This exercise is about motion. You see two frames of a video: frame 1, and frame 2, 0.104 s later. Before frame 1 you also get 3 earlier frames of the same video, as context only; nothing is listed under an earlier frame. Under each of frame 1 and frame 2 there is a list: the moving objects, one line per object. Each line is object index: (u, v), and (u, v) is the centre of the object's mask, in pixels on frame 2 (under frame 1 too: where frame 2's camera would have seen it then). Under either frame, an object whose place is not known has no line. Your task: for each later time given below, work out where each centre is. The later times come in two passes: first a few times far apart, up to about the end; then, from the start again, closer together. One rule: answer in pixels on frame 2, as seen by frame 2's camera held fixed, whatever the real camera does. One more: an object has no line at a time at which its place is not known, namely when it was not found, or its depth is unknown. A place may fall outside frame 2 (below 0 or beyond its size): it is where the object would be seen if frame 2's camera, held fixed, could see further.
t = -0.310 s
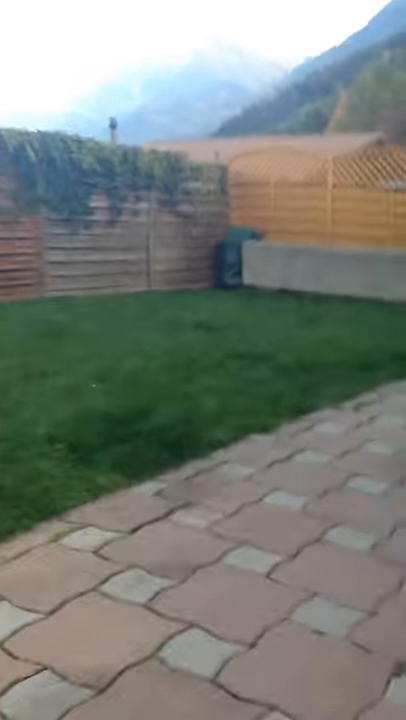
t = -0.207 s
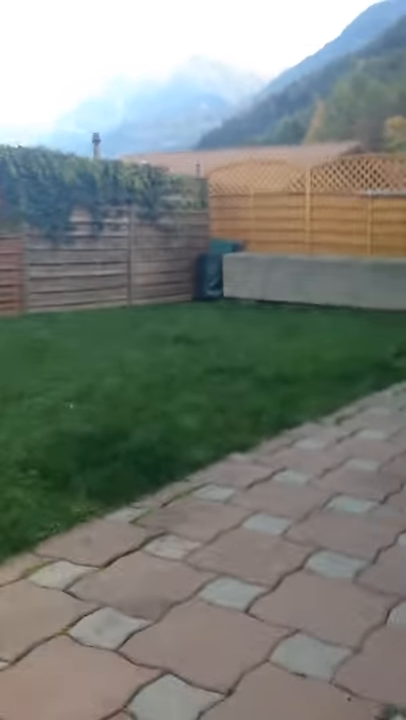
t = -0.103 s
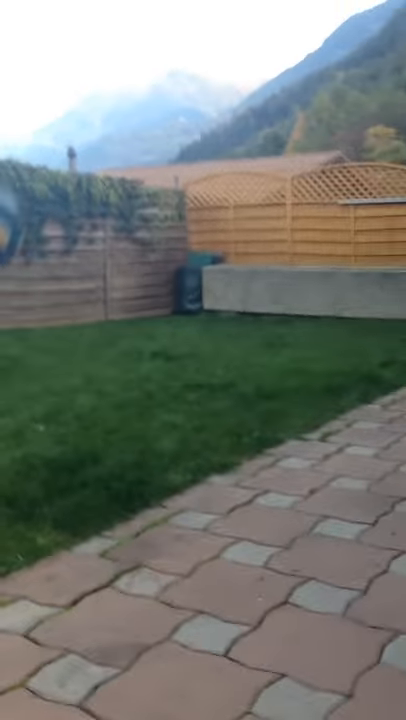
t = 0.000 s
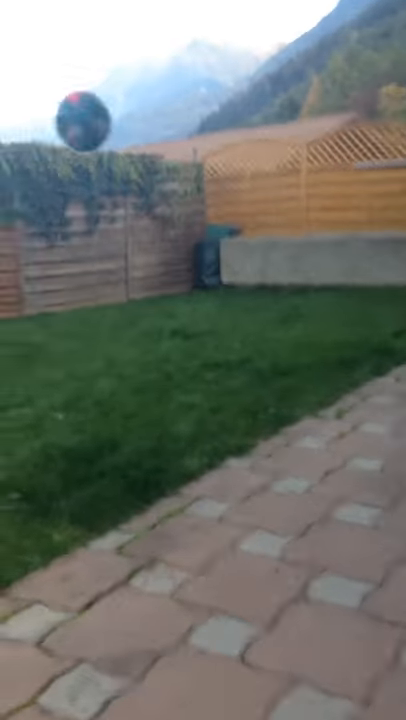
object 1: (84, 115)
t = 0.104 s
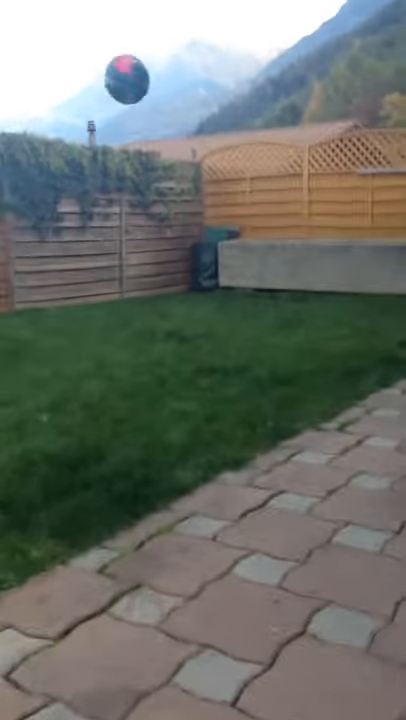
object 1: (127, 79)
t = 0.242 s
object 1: (164, 77)
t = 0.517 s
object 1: (199, 136)
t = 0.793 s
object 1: (216, 224)
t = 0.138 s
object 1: (137, 74)
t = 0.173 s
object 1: (148, 74)
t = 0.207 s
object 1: (158, 76)
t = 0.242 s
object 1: (164, 77)
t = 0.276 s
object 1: (167, 77)
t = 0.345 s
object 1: (183, 93)
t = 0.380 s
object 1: (185, 100)
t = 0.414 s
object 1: (190, 108)
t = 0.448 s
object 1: (194, 117)
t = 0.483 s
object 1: (196, 127)
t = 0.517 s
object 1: (199, 136)
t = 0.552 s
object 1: (203, 154)
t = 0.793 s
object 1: (216, 224)
